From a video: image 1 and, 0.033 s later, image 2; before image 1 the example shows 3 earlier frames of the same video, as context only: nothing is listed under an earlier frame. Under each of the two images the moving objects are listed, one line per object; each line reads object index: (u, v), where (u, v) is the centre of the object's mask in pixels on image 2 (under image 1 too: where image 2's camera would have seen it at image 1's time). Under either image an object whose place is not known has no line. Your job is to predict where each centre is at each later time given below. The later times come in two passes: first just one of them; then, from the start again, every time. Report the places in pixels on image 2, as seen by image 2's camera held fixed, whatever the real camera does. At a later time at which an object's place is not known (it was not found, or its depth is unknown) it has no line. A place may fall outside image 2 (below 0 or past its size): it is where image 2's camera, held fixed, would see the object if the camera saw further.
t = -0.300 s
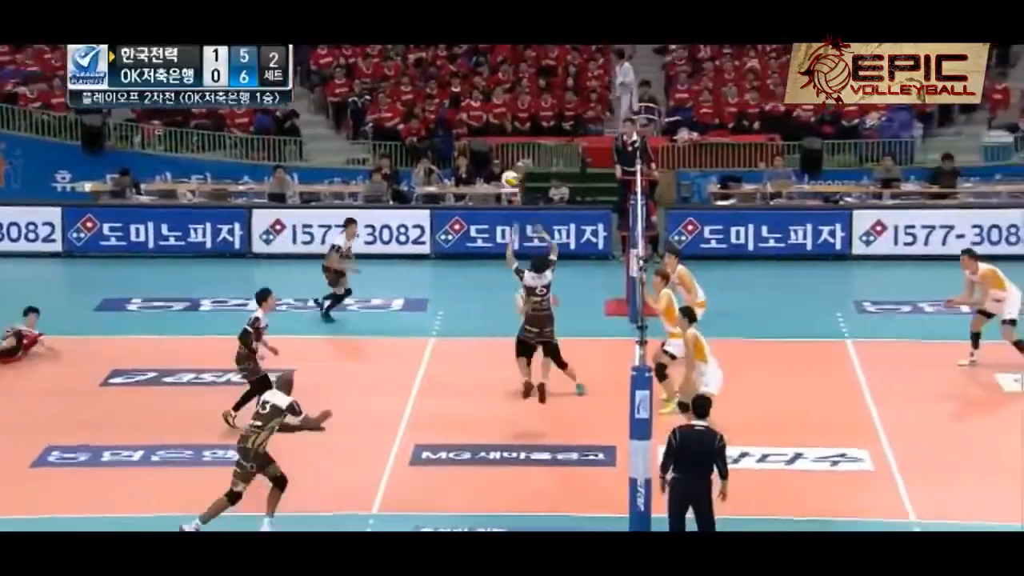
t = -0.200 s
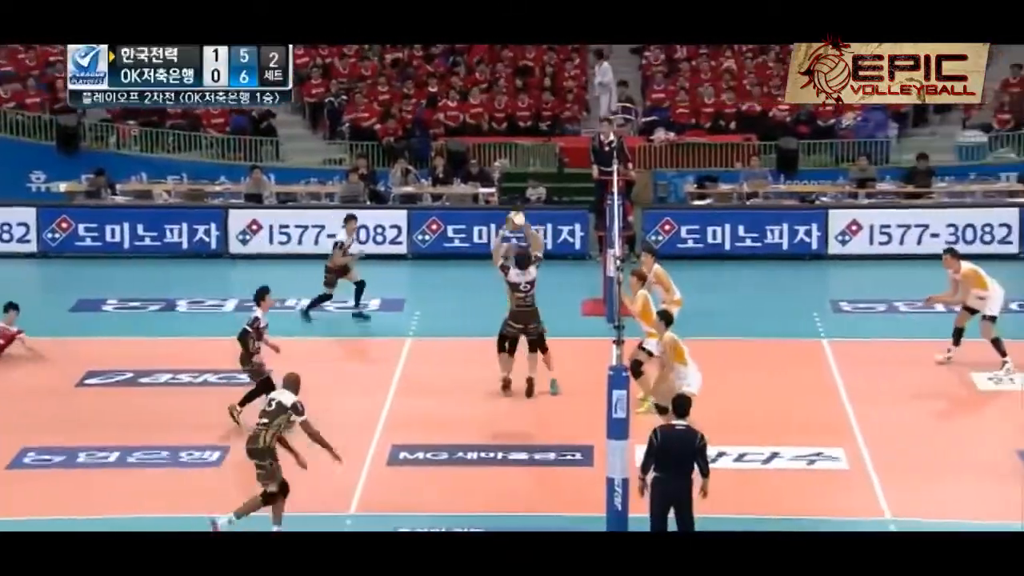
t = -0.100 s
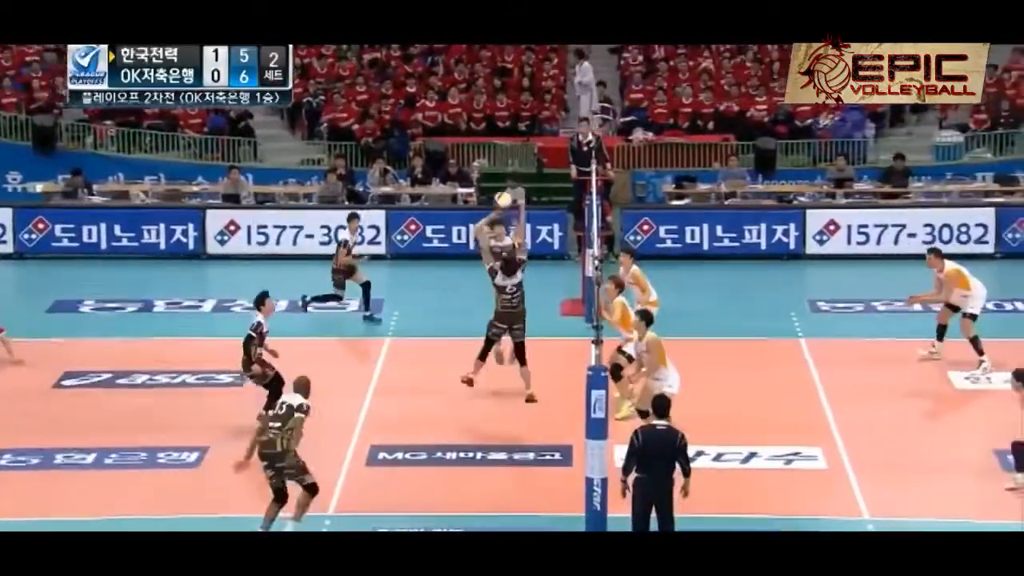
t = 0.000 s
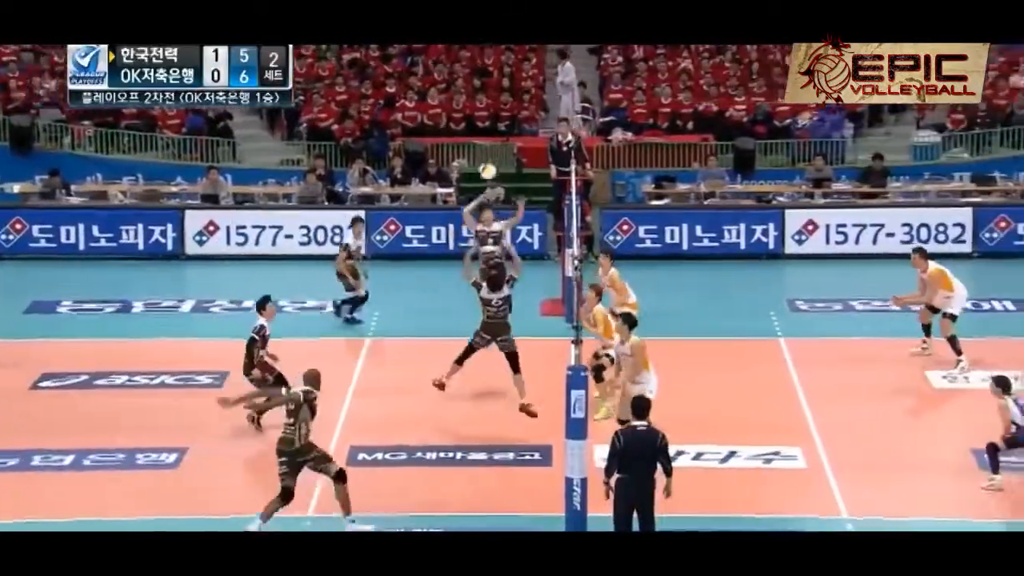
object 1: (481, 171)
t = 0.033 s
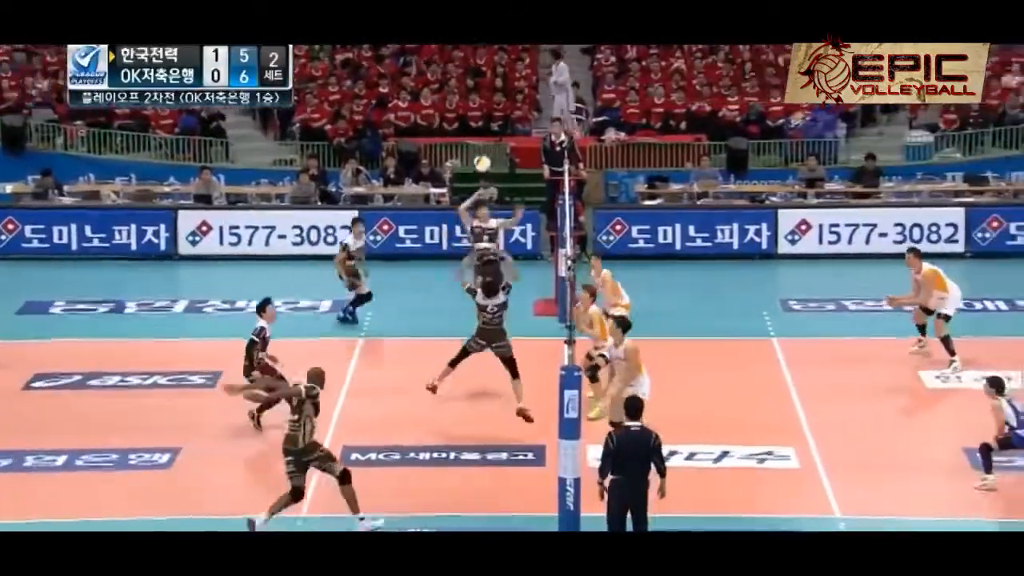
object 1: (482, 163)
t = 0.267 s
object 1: (492, 135)
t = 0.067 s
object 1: (483, 157)
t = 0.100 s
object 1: (485, 151)
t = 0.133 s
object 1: (486, 146)
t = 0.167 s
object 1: (487, 142)
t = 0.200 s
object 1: (489, 139)
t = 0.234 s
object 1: (490, 136)
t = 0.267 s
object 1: (492, 135)
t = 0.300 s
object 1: (493, 135)
